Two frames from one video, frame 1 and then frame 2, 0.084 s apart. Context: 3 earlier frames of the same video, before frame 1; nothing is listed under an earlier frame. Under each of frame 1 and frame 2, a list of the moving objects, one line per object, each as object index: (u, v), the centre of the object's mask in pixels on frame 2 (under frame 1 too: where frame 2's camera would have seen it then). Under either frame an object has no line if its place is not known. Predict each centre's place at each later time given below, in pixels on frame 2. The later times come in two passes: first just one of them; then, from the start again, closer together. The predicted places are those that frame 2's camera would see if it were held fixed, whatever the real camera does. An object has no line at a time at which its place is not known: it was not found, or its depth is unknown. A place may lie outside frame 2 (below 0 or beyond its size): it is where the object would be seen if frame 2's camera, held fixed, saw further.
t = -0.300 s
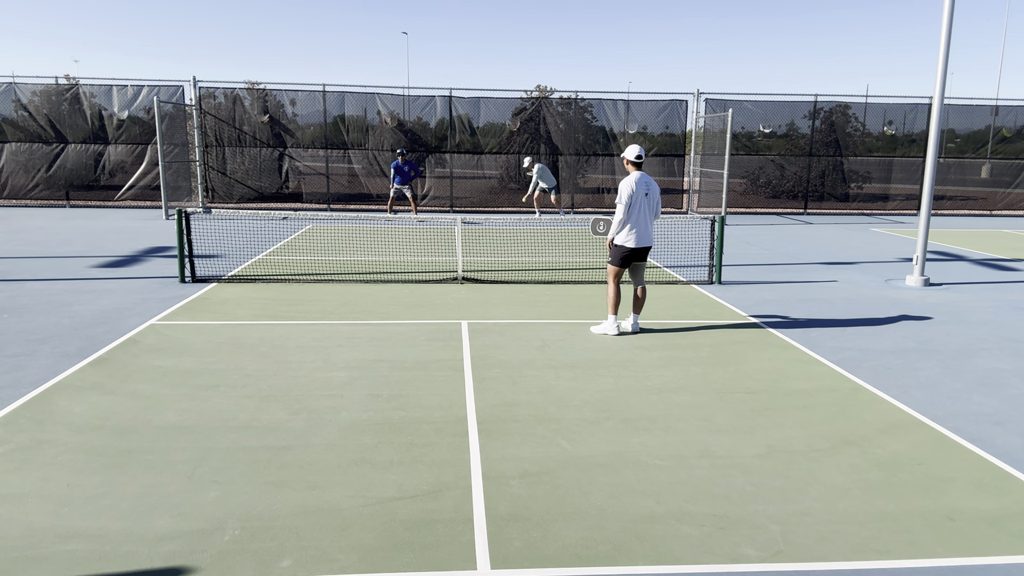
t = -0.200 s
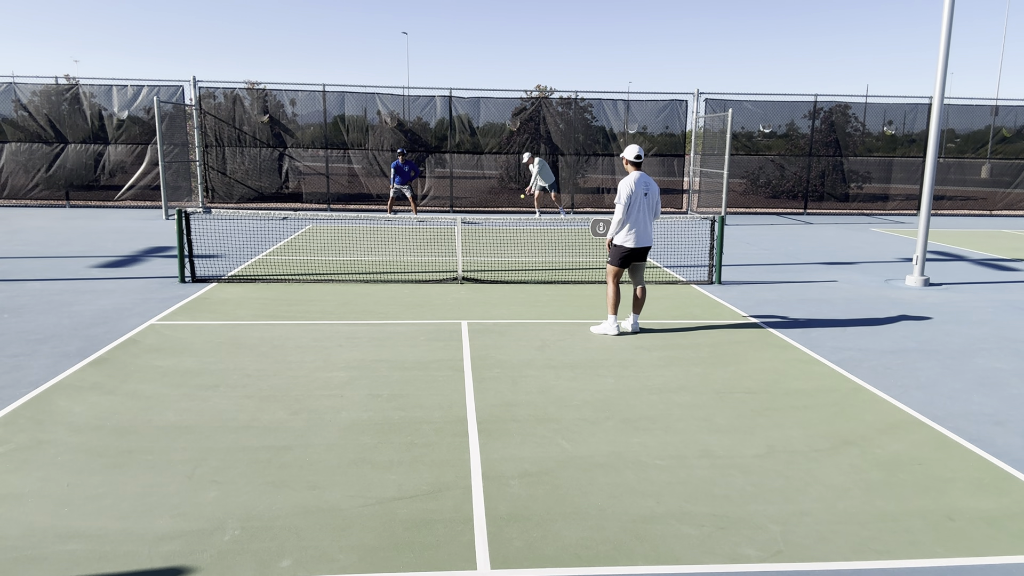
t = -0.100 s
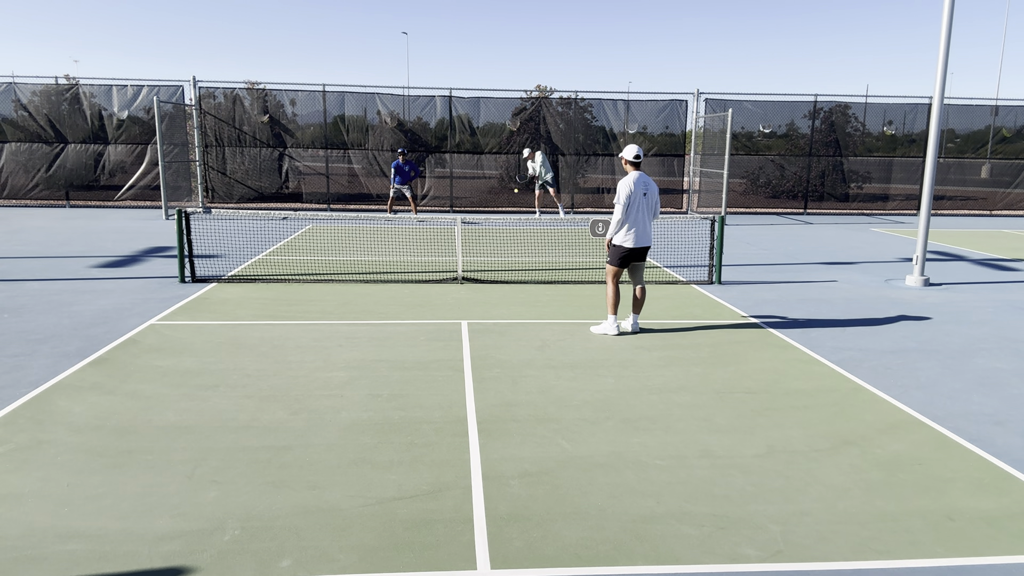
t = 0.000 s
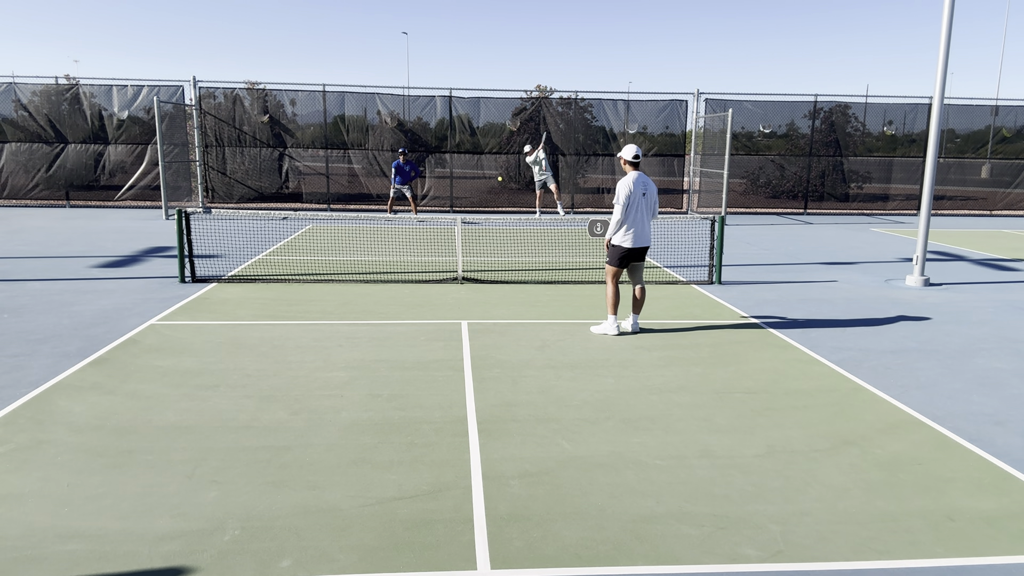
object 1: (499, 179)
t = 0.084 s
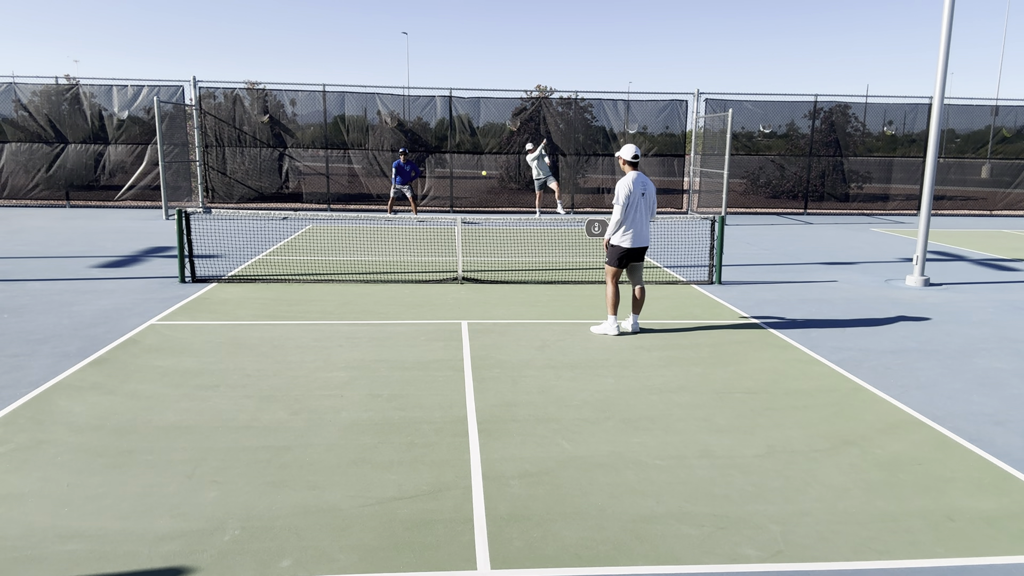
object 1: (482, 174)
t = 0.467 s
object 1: (374, 227)
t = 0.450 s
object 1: (381, 221)
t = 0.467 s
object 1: (374, 227)
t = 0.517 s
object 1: (354, 250)
